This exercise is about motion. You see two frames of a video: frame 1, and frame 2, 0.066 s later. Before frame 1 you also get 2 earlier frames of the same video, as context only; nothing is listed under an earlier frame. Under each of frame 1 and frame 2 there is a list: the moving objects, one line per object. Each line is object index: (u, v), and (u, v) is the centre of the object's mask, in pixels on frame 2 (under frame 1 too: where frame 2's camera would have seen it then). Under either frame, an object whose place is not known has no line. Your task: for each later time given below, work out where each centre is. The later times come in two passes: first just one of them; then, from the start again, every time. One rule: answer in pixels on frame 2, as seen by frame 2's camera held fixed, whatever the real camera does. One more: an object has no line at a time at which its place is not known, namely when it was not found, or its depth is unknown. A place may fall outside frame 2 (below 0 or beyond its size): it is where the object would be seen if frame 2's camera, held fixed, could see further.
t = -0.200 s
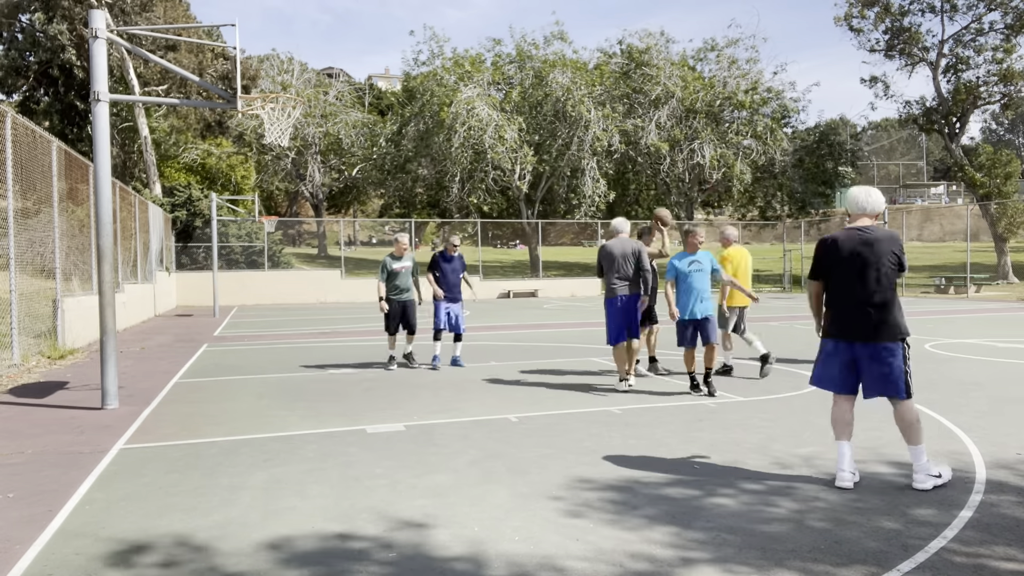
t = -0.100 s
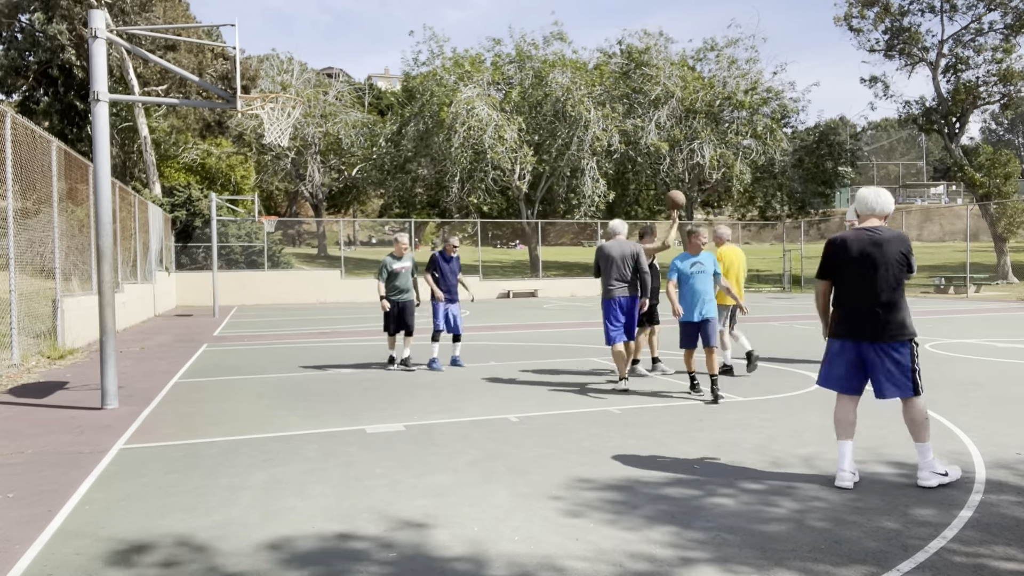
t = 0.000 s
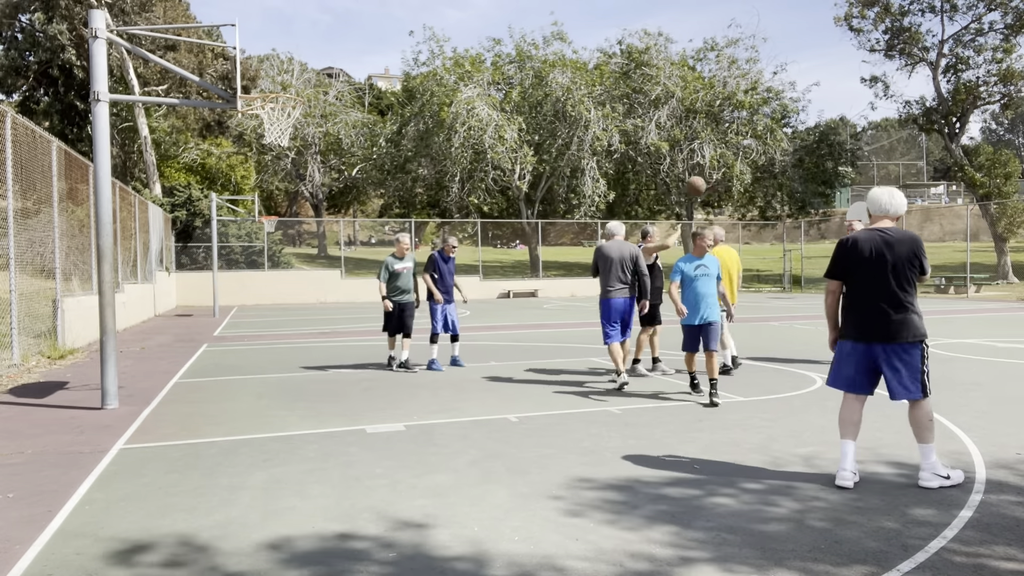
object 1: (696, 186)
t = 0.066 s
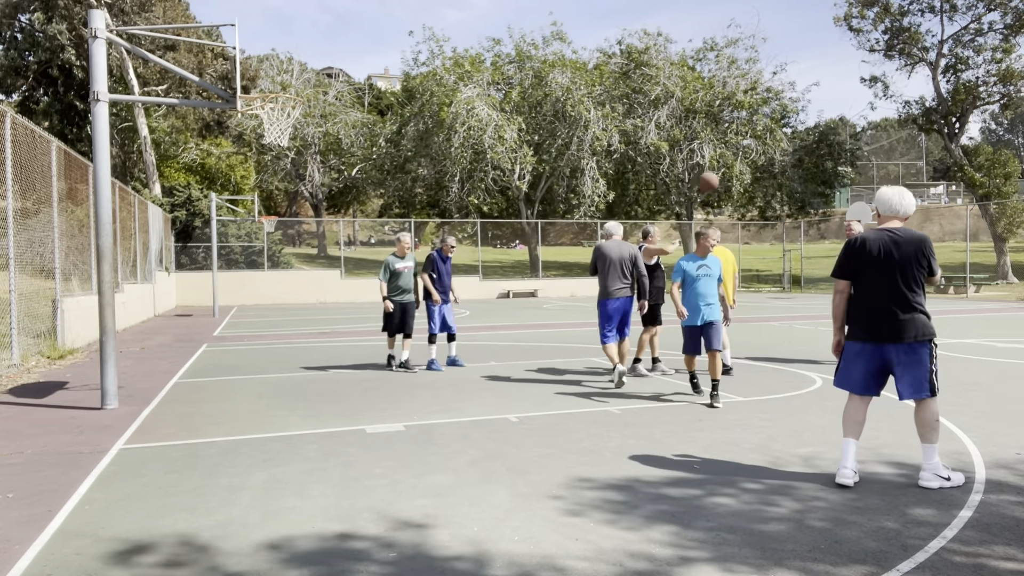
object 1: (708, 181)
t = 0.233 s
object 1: (741, 187)
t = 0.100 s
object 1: (715, 181)
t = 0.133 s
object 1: (722, 181)
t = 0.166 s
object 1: (728, 182)
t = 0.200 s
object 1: (734, 184)
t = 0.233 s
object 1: (741, 187)
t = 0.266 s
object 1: (748, 190)
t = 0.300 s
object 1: (754, 194)
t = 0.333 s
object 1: (761, 200)
